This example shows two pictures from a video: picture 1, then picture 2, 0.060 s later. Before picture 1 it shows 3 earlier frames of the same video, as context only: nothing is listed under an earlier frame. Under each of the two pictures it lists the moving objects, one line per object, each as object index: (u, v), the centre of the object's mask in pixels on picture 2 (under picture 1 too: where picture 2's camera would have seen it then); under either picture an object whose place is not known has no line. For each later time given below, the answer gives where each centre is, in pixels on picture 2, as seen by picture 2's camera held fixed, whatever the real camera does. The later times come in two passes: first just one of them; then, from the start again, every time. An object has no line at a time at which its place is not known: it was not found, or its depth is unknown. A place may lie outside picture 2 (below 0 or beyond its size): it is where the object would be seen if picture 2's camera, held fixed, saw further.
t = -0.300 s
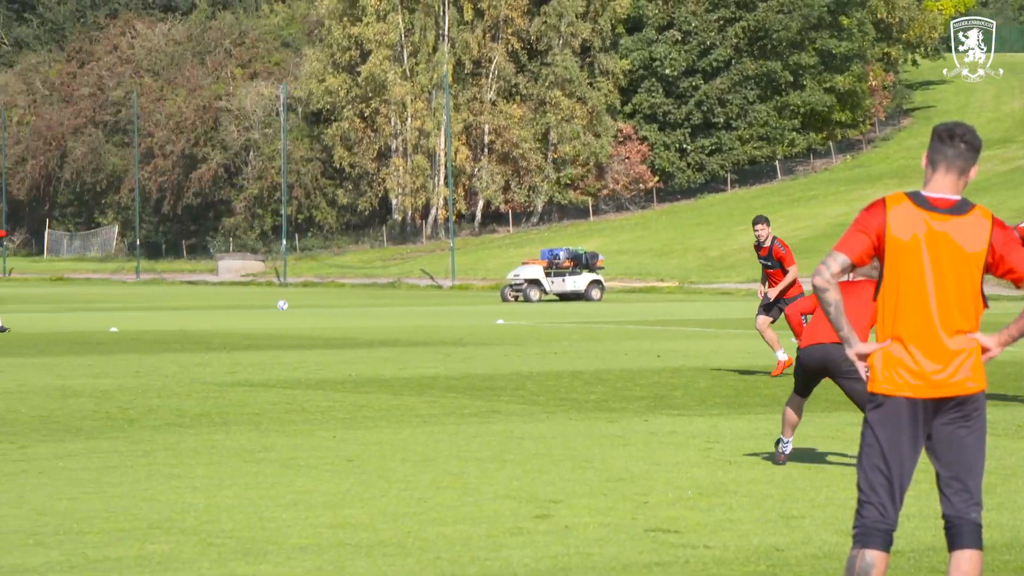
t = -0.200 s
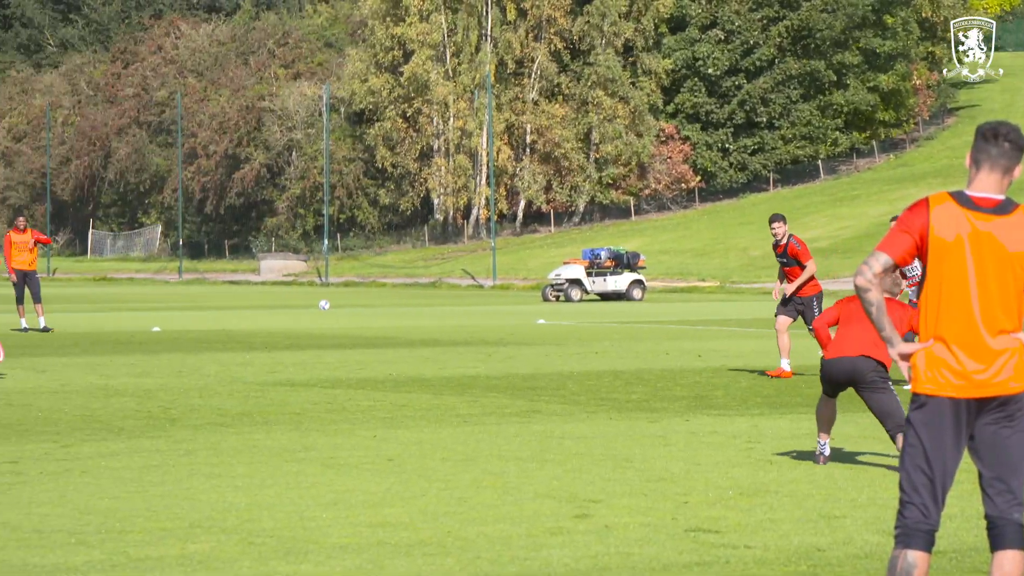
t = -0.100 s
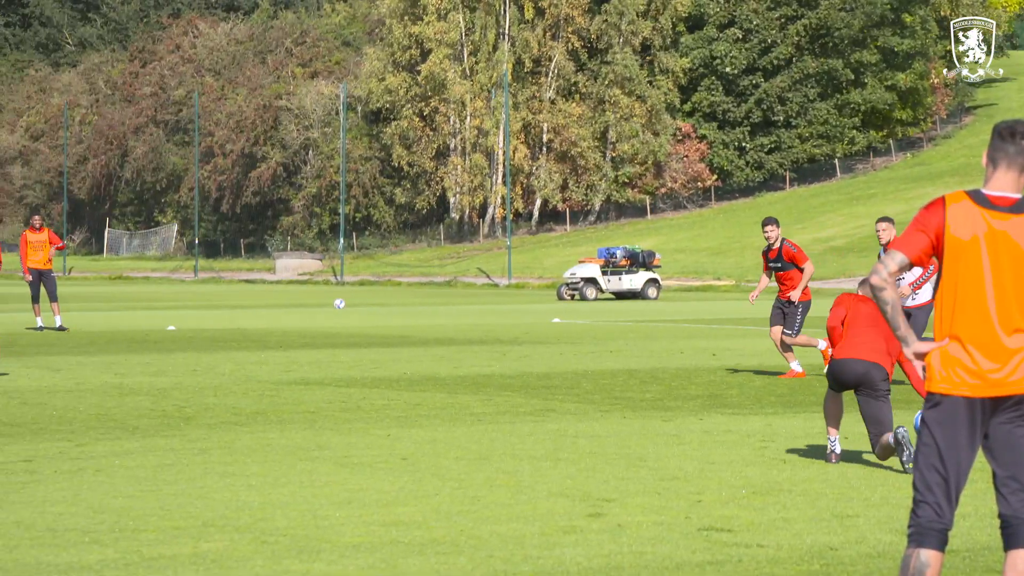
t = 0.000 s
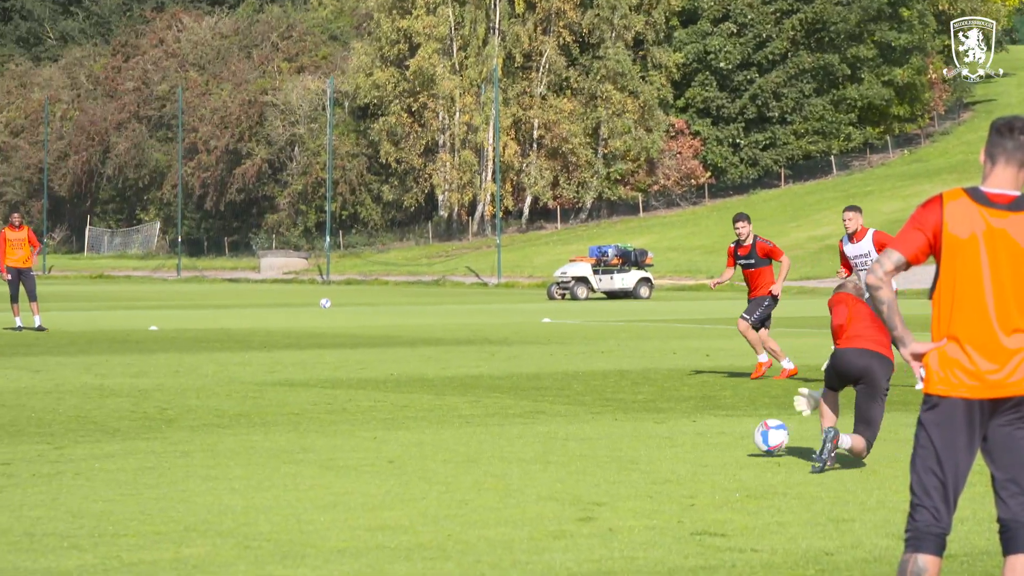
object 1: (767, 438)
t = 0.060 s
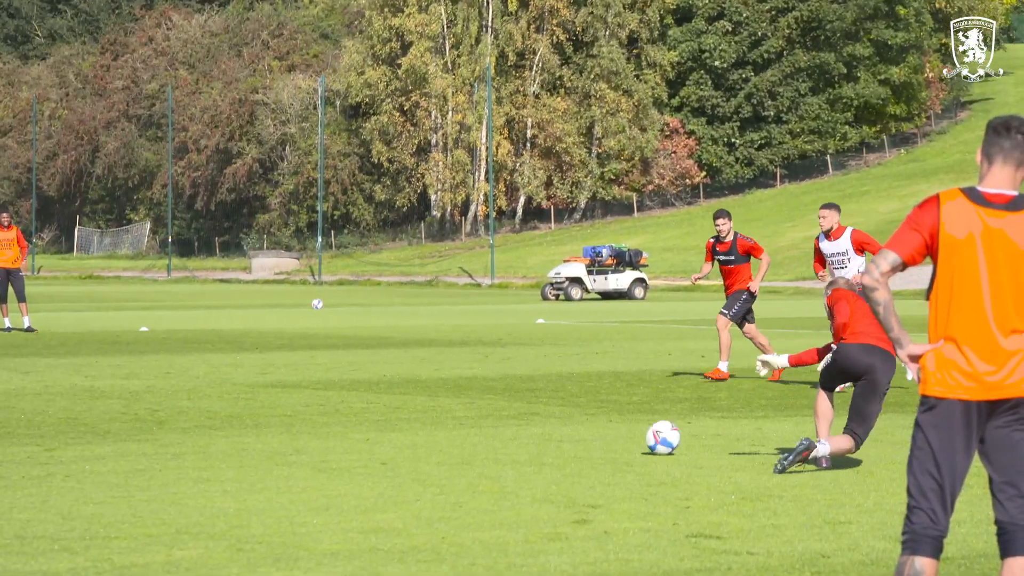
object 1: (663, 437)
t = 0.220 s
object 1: (425, 427)
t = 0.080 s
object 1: (630, 438)
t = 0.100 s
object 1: (598, 438)
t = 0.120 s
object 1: (567, 435)
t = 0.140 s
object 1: (538, 433)
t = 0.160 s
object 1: (509, 430)
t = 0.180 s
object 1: (480, 428)
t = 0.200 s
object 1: (452, 428)
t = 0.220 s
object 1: (425, 427)
